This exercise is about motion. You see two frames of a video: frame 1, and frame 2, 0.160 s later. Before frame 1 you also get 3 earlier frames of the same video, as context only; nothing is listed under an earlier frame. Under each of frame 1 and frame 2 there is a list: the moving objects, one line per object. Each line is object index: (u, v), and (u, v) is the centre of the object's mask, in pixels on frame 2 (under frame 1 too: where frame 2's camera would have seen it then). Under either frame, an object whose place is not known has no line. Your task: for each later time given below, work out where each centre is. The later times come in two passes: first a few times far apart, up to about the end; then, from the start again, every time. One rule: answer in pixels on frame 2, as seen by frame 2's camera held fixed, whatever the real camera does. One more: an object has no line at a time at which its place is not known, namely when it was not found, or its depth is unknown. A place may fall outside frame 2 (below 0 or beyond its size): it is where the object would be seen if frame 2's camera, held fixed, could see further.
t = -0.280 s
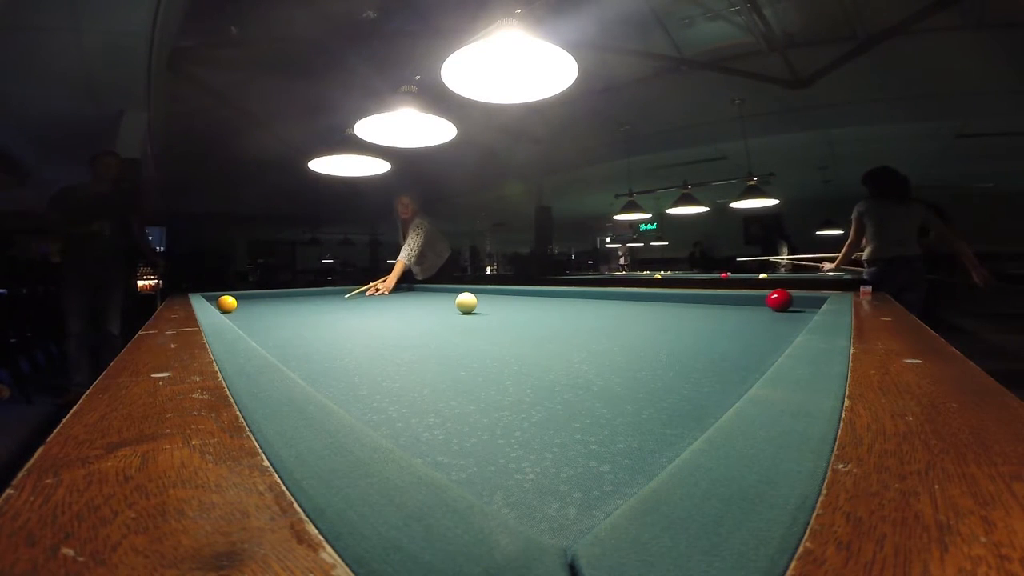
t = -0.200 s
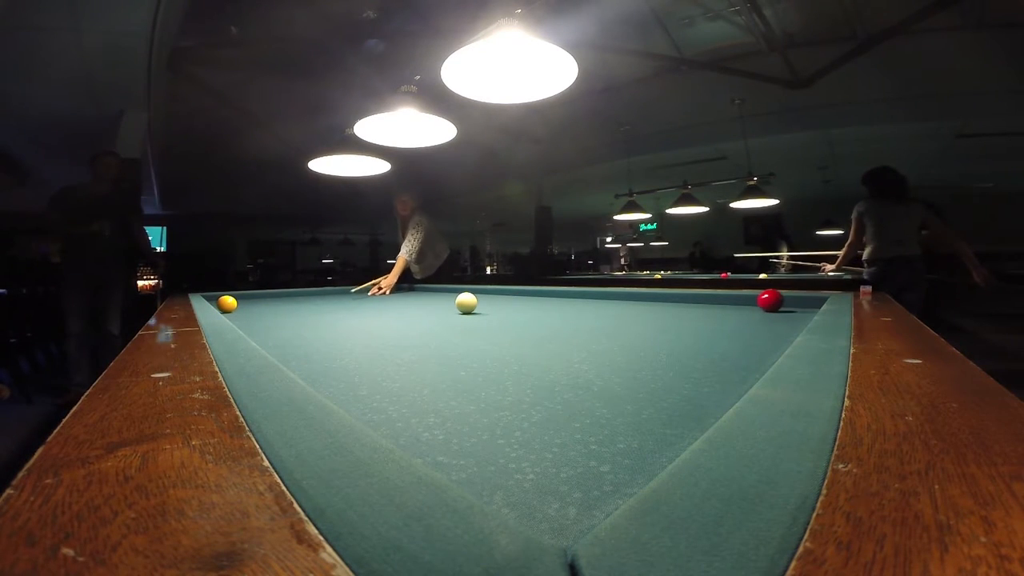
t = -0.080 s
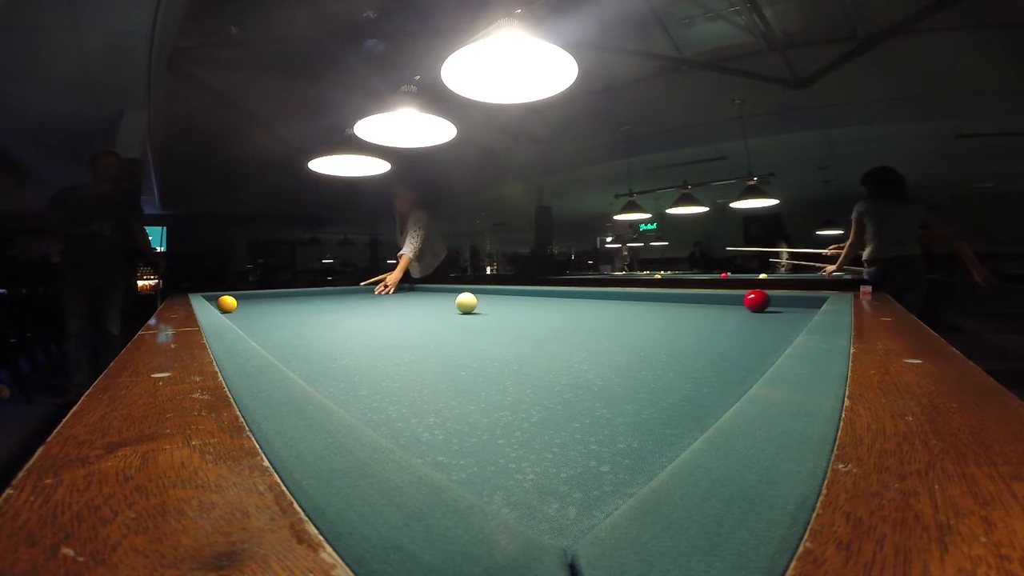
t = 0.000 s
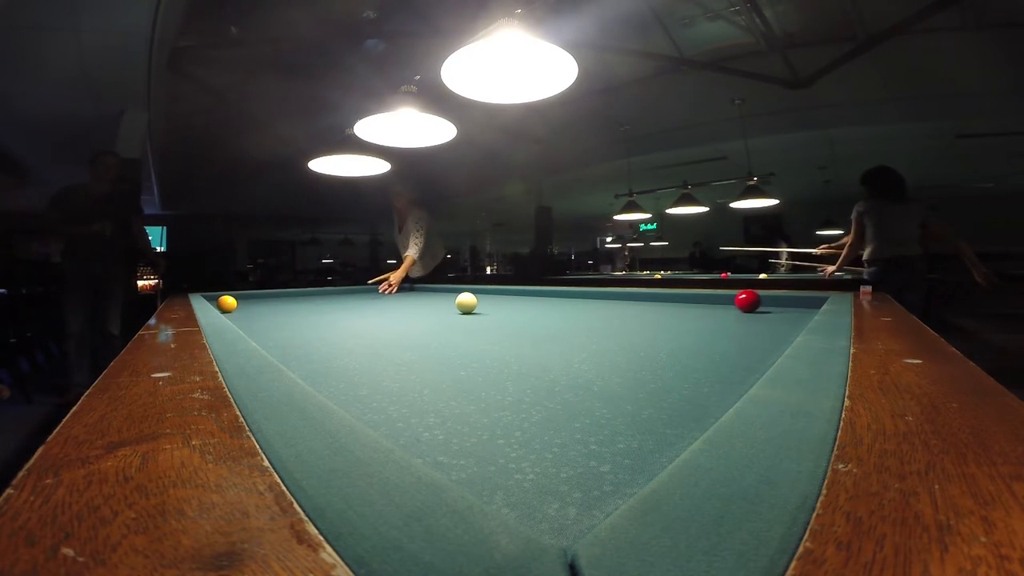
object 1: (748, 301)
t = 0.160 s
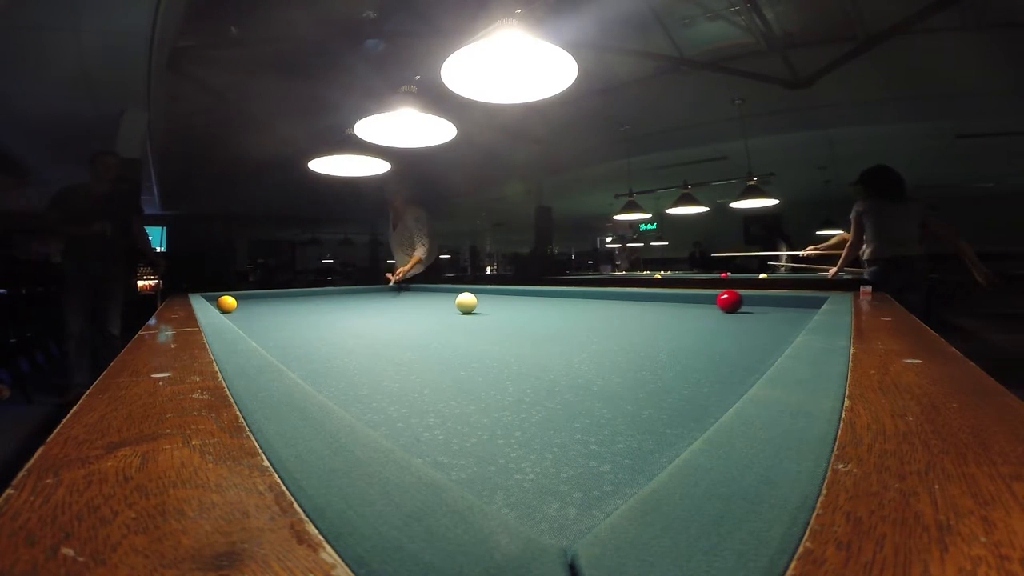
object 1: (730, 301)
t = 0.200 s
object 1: (725, 301)
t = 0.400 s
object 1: (703, 302)
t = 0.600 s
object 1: (681, 302)
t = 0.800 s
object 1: (659, 303)
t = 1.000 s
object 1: (638, 303)
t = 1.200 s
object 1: (618, 303)
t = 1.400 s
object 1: (598, 304)
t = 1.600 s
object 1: (579, 304)
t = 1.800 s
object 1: (561, 305)
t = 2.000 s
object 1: (544, 305)
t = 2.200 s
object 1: (528, 305)
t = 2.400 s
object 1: (512, 305)
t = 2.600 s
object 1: (497, 306)
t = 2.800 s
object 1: (483, 306)
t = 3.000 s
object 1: (470, 306)
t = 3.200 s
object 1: (456, 306)
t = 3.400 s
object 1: (444, 306)
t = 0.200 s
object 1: (725, 301)
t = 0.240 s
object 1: (721, 301)
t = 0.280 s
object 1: (716, 302)
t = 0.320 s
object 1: (712, 302)
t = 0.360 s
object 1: (707, 302)
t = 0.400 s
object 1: (703, 302)
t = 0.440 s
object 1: (698, 302)
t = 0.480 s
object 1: (694, 302)
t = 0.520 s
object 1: (689, 302)
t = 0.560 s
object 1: (685, 302)
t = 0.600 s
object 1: (681, 302)
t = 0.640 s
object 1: (677, 302)
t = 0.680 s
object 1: (672, 302)
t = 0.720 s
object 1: (668, 302)
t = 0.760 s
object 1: (664, 303)
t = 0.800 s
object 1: (659, 303)
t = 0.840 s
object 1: (655, 303)
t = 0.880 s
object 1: (651, 303)
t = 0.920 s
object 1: (646, 303)
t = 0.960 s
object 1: (642, 303)
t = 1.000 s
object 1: (638, 303)
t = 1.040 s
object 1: (634, 303)
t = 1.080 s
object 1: (630, 303)
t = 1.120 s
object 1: (626, 303)
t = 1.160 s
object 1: (622, 303)
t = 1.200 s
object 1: (618, 303)
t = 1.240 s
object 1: (614, 303)
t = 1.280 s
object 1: (610, 304)
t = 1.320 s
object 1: (606, 304)
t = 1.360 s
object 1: (602, 304)
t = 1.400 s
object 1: (598, 304)
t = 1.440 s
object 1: (595, 304)
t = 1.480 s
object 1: (591, 304)
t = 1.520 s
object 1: (587, 304)
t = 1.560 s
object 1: (583, 304)
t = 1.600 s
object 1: (579, 304)
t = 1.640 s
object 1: (576, 304)
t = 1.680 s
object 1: (572, 304)
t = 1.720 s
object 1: (568, 304)
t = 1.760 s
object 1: (565, 304)
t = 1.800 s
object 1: (561, 305)
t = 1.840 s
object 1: (558, 305)
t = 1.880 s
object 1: (554, 305)
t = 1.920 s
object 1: (551, 305)
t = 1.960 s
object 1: (547, 305)
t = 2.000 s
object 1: (544, 305)
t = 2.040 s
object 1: (541, 305)
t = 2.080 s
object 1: (537, 305)
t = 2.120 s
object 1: (534, 305)
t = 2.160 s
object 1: (531, 305)
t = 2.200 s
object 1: (528, 305)
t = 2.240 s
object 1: (524, 305)
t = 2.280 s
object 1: (521, 305)
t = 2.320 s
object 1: (518, 305)
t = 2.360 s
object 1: (515, 305)
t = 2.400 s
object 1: (512, 305)
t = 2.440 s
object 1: (509, 305)
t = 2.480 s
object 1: (506, 305)
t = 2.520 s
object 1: (503, 305)
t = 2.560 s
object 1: (500, 305)
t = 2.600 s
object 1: (497, 306)
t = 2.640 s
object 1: (495, 306)
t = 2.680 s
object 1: (492, 306)
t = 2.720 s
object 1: (489, 306)
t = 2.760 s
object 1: (486, 306)
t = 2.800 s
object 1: (483, 306)
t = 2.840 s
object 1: (481, 306)
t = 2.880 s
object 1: (478, 306)
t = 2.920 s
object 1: (475, 306)
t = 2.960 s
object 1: (472, 306)
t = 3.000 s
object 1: (470, 306)
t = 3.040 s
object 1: (467, 306)
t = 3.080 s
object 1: (464, 307)
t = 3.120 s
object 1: (462, 306)
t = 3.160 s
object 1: (459, 306)
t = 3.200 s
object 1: (456, 306)
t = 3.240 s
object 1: (454, 306)
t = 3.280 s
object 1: (451, 306)
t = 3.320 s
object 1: (449, 306)
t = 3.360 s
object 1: (447, 306)
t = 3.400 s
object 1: (444, 306)
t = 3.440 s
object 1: (442, 306)
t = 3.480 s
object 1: (439, 306)
